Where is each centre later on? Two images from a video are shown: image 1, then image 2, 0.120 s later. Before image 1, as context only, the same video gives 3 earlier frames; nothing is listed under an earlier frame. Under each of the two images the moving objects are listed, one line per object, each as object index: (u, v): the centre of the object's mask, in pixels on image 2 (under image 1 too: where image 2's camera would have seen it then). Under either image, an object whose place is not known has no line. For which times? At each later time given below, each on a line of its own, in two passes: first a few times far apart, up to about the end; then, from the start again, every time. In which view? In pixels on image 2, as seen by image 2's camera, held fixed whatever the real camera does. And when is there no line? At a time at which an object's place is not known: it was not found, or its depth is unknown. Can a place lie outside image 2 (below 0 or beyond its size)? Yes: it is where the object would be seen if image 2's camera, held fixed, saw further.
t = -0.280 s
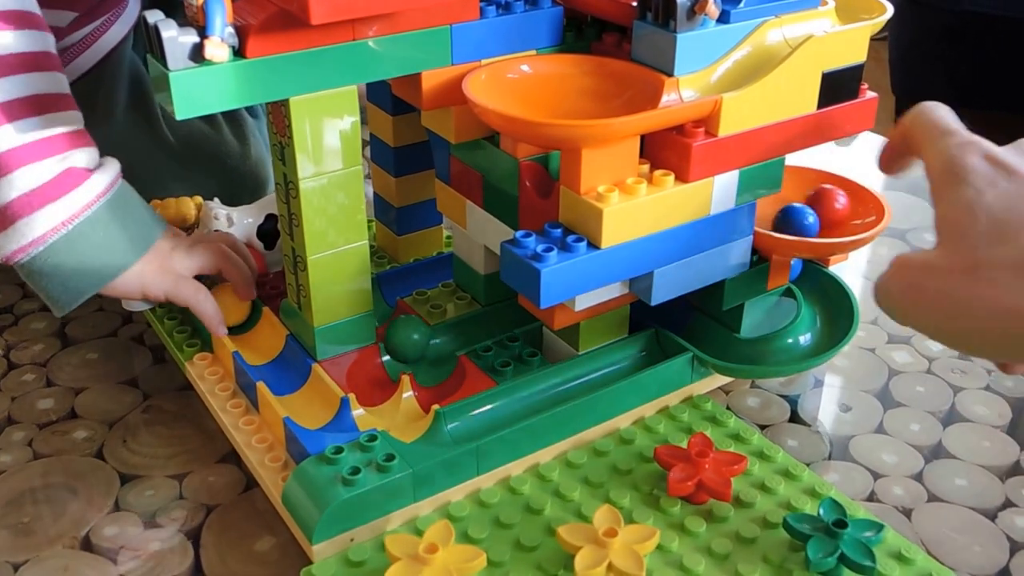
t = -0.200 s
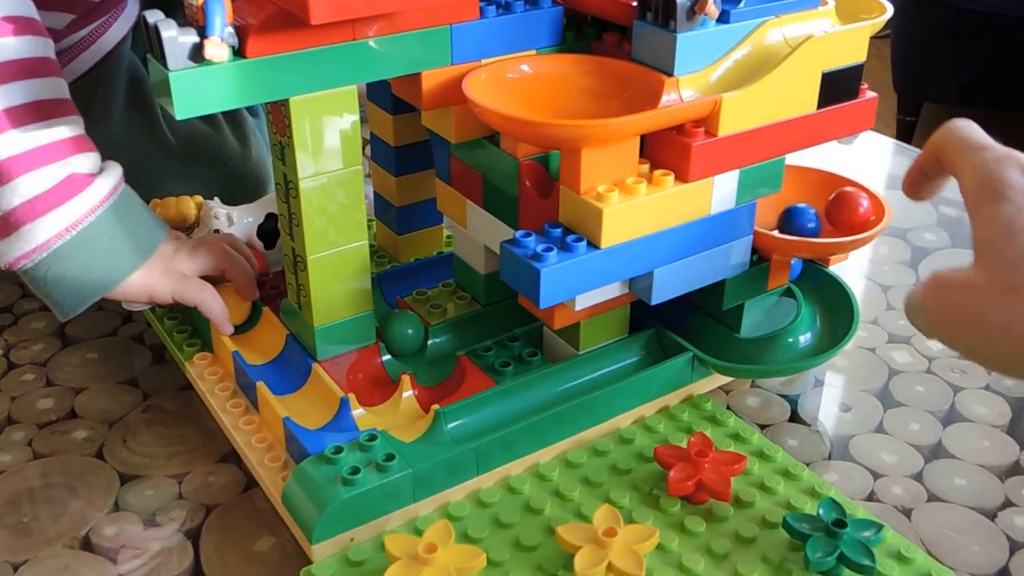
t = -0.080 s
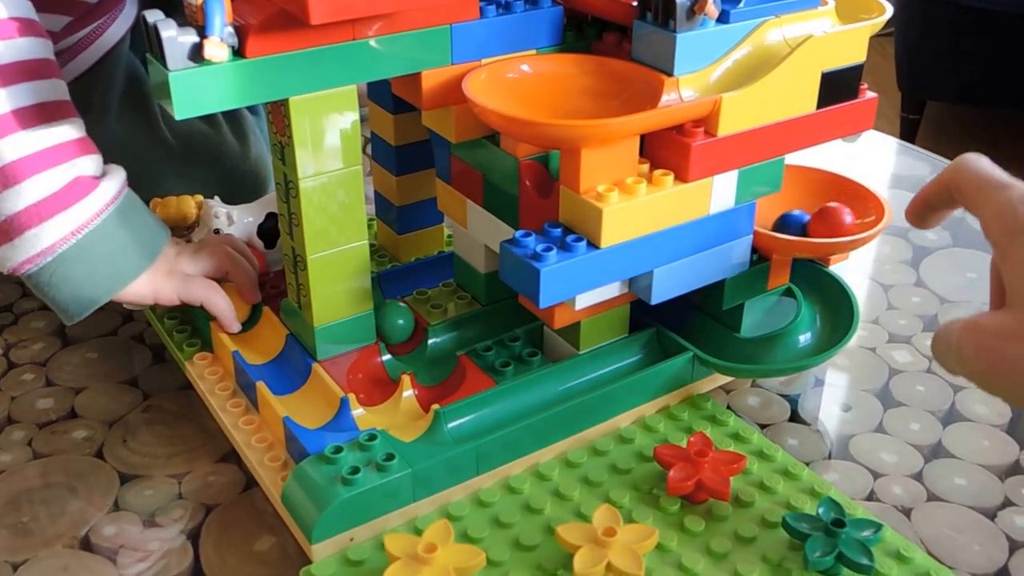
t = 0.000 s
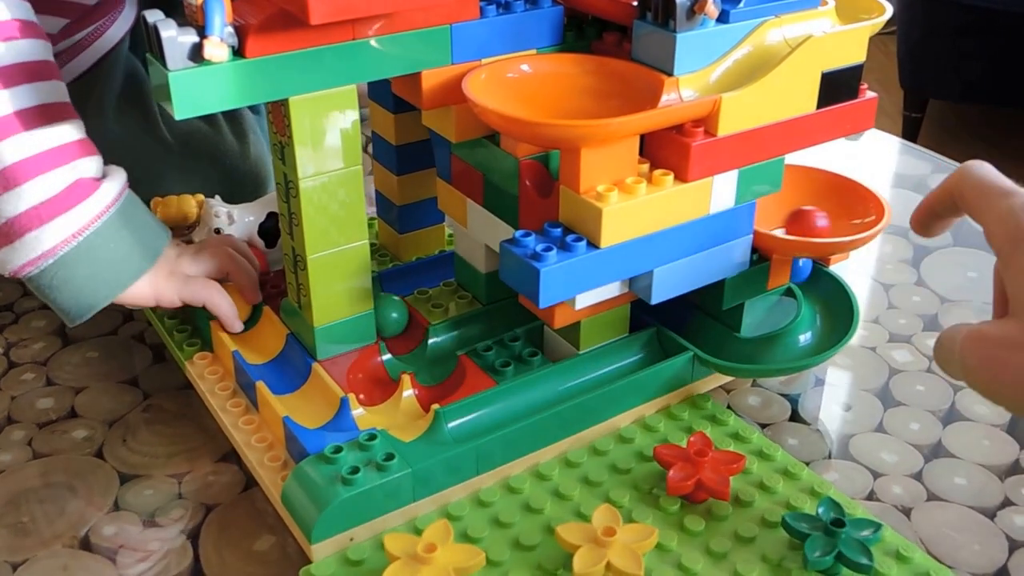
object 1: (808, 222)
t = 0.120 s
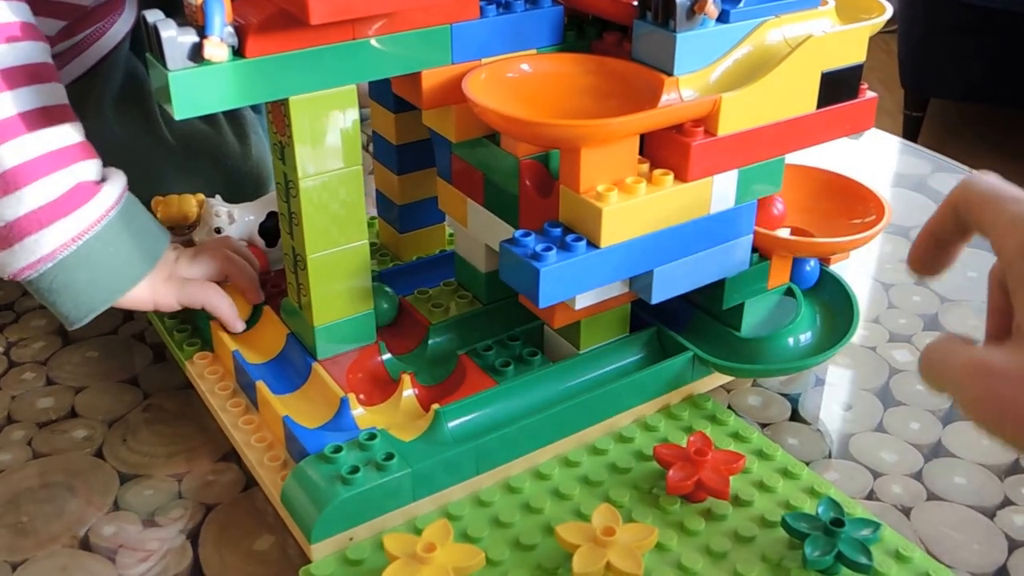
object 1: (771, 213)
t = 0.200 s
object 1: (769, 208)
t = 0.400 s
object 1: (827, 213)
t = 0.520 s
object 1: (828, 221)
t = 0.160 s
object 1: (768, 210)
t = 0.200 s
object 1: (769, 208)
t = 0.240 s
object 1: (775, 205)
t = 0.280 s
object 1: (782, 204)
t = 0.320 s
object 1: (799, 204)
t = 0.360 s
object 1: (815, 208)
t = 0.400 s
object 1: (827, 213)
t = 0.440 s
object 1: (834, 216)
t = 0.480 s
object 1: (834, 219)
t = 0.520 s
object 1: (828, 221)
